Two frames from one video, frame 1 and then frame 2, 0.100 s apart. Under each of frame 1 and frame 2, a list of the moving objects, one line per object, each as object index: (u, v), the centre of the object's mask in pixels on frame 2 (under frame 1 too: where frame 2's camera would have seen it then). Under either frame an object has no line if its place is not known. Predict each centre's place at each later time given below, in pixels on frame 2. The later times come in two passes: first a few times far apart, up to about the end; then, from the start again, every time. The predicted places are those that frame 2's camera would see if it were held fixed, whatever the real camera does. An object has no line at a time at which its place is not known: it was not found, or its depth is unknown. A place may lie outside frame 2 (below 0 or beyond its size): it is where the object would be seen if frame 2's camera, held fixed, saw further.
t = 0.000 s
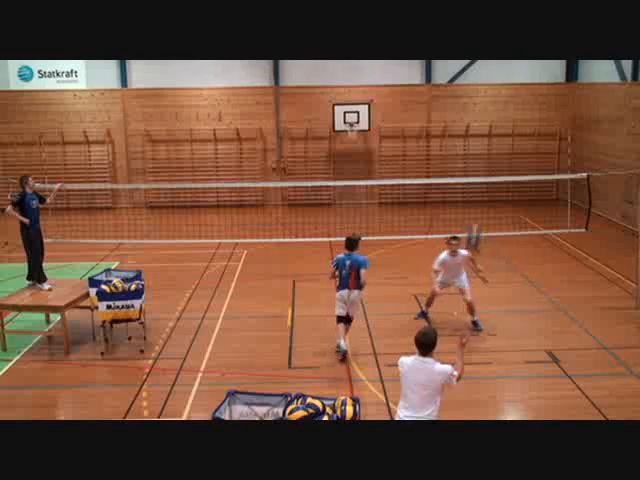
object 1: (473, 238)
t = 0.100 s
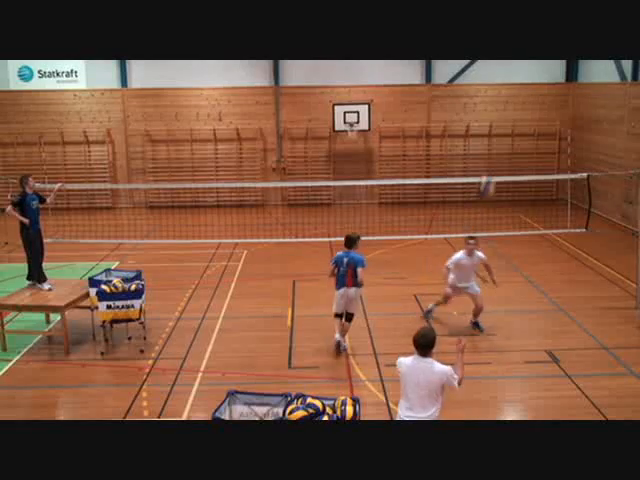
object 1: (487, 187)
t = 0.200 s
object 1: (496, 147)
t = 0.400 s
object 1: (514, 103)
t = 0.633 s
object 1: (533, 99)
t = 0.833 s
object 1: (546, 132)
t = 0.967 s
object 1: (552, 170)
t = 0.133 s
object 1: (489, 171)
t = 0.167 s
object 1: (492, 159)
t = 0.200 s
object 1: (496, 147)
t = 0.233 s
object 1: (499, 137)
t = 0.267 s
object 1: (502, 128)
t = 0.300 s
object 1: (506, 121)
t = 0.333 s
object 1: (509, 113)
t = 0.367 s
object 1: (512, 108)
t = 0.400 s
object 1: (514, 103)
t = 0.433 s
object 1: (517, 99)
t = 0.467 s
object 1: (519, 97)
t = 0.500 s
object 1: (522, 95)
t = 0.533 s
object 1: (525, 95)
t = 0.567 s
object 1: (527, 95)
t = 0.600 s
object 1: (530, 97)
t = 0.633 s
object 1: (533, 99)
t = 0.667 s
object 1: (535, 102)
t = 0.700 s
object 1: (537, 107)
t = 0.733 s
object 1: (539, 111)
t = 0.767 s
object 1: (542, 117)
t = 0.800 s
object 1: (545, 125)
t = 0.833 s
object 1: (546, 132)
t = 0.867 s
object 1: (548, 141)
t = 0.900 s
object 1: (550, 150)
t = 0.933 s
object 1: (551, 159)
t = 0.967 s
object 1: (552, 170)
